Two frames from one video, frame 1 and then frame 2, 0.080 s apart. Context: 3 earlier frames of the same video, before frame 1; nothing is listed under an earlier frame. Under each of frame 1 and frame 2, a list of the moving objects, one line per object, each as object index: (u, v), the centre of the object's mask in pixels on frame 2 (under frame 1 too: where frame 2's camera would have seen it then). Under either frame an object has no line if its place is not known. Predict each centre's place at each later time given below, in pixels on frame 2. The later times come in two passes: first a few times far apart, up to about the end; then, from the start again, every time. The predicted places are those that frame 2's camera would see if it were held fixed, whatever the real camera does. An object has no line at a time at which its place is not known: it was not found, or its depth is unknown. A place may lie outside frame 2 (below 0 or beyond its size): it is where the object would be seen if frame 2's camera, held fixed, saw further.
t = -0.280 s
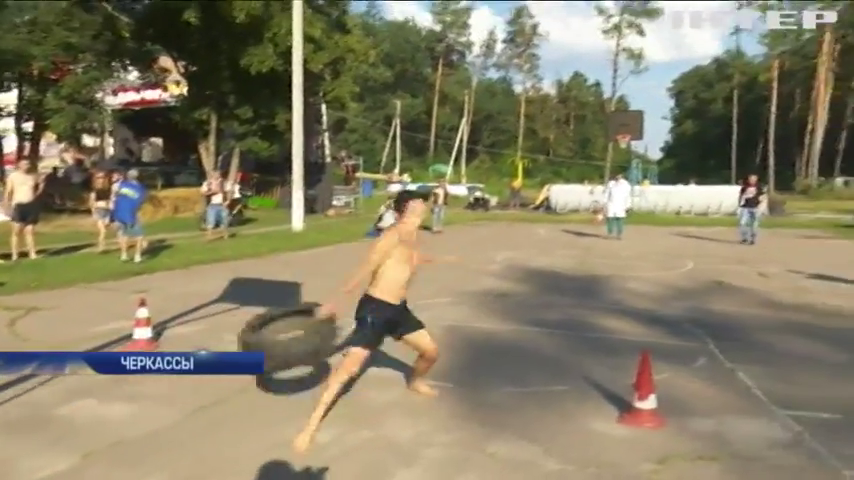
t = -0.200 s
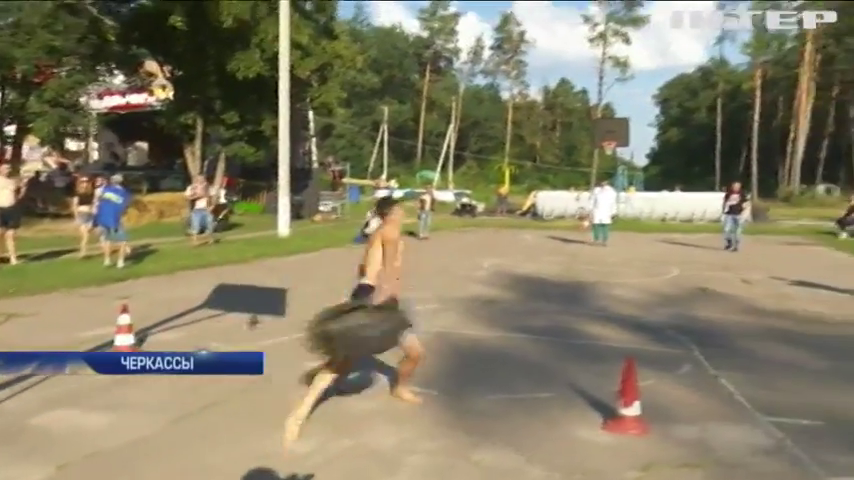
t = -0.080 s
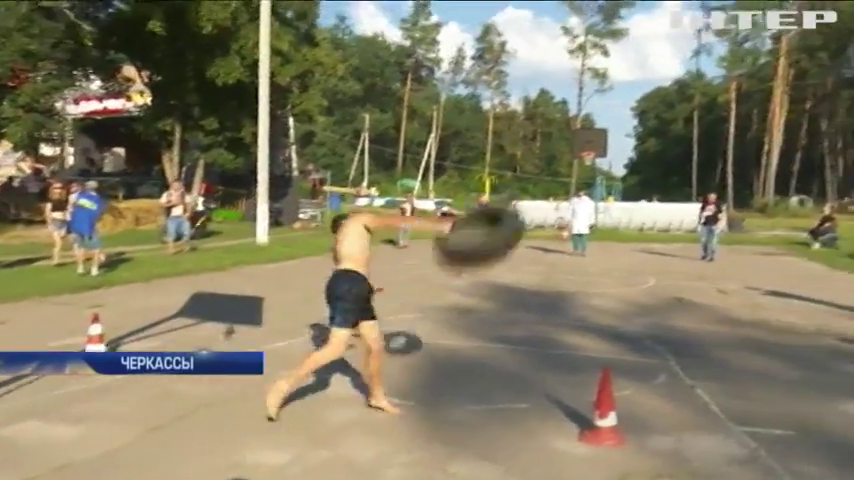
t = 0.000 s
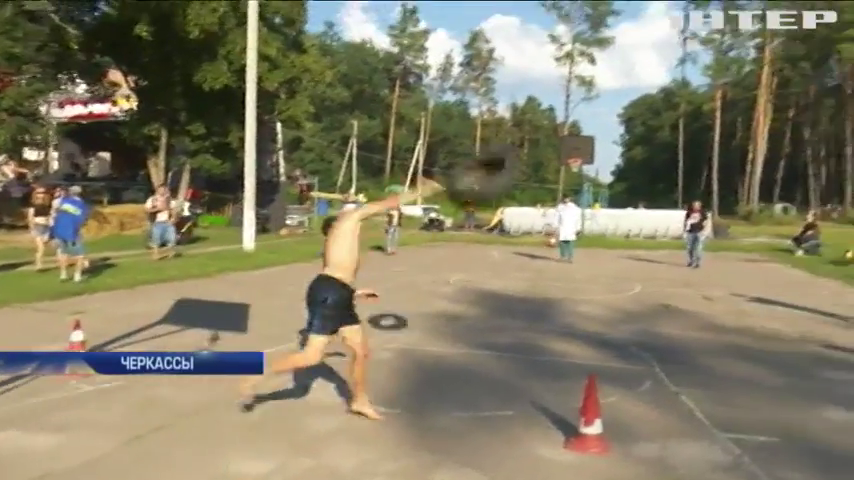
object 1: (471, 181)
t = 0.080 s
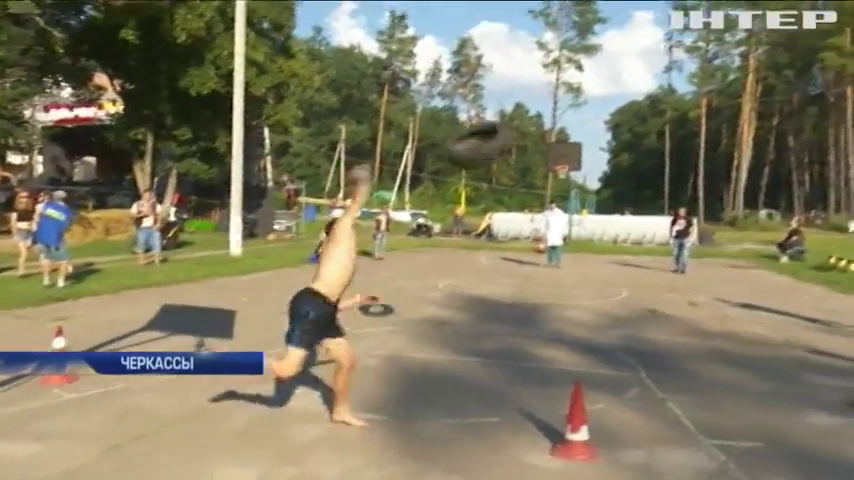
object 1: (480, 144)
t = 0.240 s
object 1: (488, 107)
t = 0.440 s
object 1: (495, 103)
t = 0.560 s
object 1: (497, 114)
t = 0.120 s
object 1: (481, 131)
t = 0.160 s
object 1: (484, 121)
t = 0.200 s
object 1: (486, 113)
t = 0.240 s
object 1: (488, 107)
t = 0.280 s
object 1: (490, 104)
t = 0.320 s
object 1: (491, 102)
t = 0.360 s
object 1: (493, 101)
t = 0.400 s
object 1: (494, 102)
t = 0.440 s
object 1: (495, 103)
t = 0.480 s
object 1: (496, 106)
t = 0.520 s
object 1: (496, 109)
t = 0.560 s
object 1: (497, 114)
